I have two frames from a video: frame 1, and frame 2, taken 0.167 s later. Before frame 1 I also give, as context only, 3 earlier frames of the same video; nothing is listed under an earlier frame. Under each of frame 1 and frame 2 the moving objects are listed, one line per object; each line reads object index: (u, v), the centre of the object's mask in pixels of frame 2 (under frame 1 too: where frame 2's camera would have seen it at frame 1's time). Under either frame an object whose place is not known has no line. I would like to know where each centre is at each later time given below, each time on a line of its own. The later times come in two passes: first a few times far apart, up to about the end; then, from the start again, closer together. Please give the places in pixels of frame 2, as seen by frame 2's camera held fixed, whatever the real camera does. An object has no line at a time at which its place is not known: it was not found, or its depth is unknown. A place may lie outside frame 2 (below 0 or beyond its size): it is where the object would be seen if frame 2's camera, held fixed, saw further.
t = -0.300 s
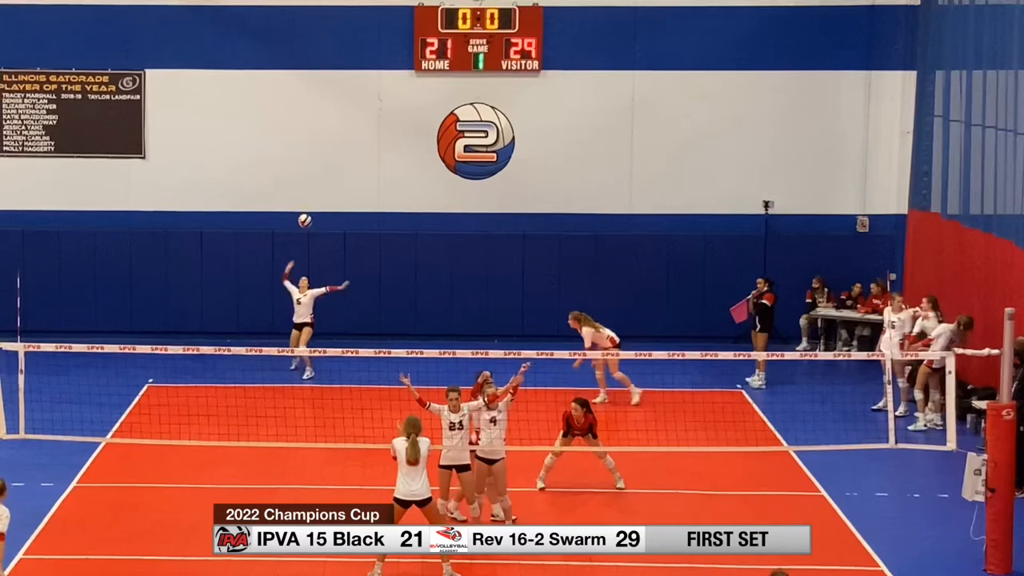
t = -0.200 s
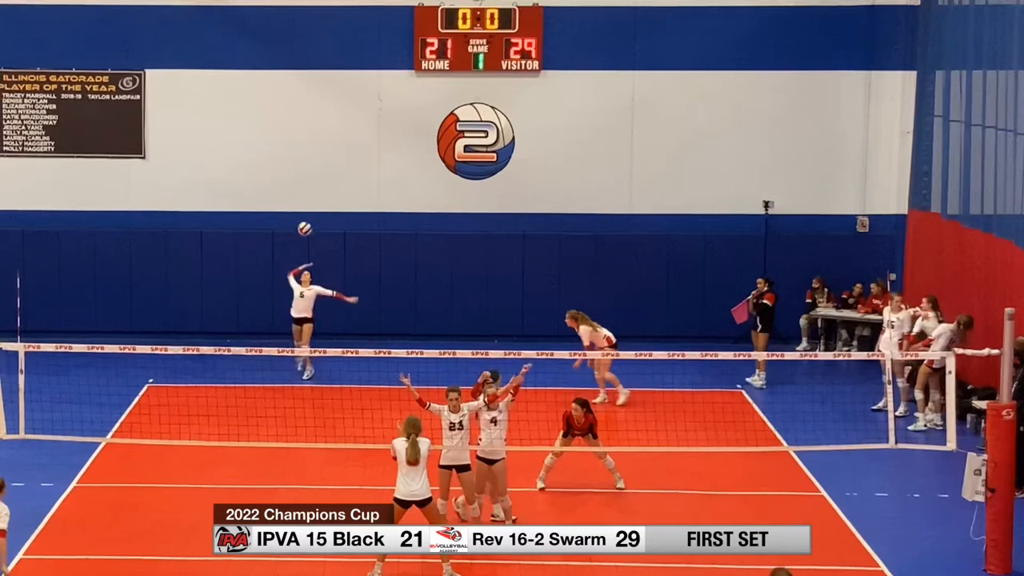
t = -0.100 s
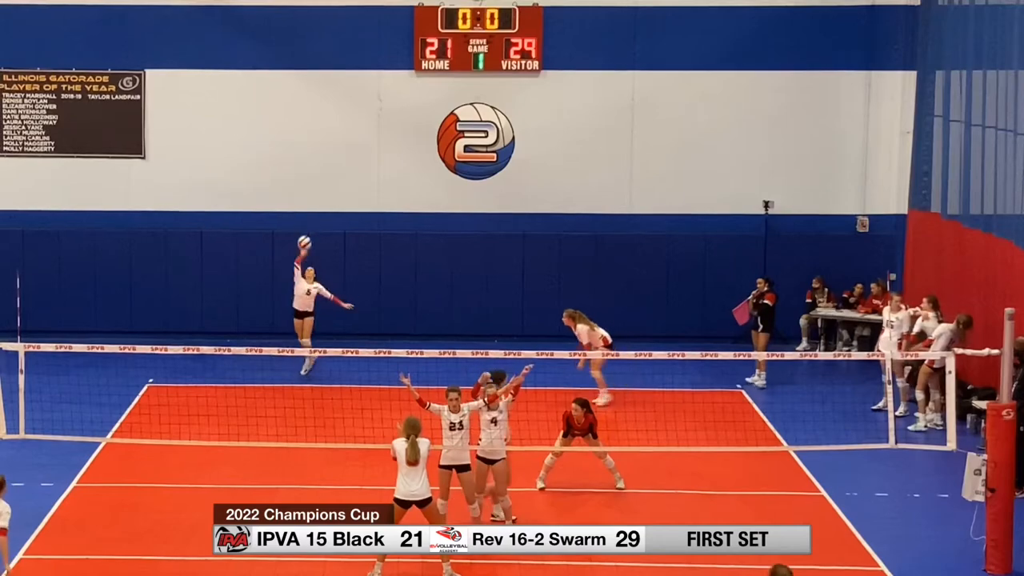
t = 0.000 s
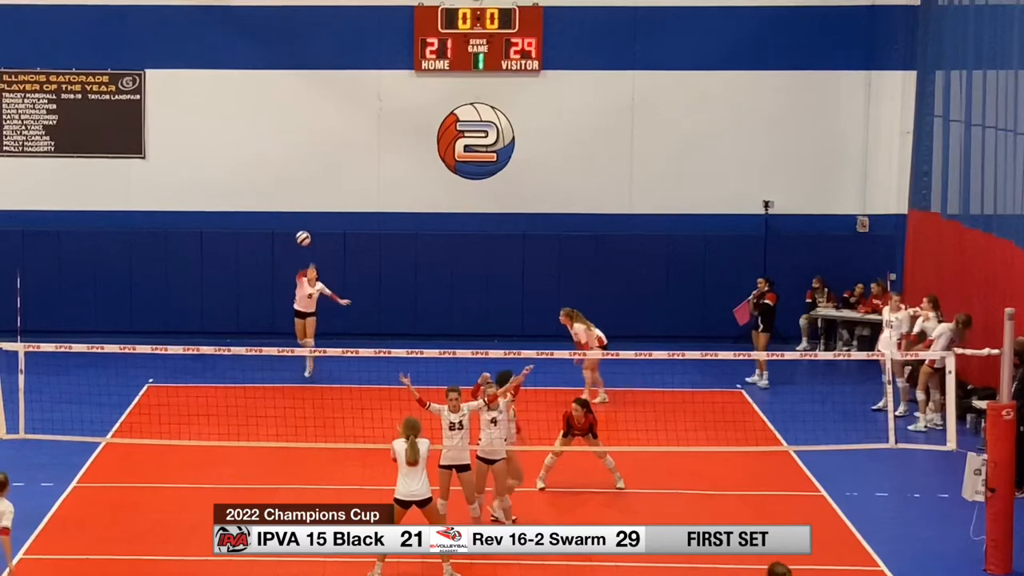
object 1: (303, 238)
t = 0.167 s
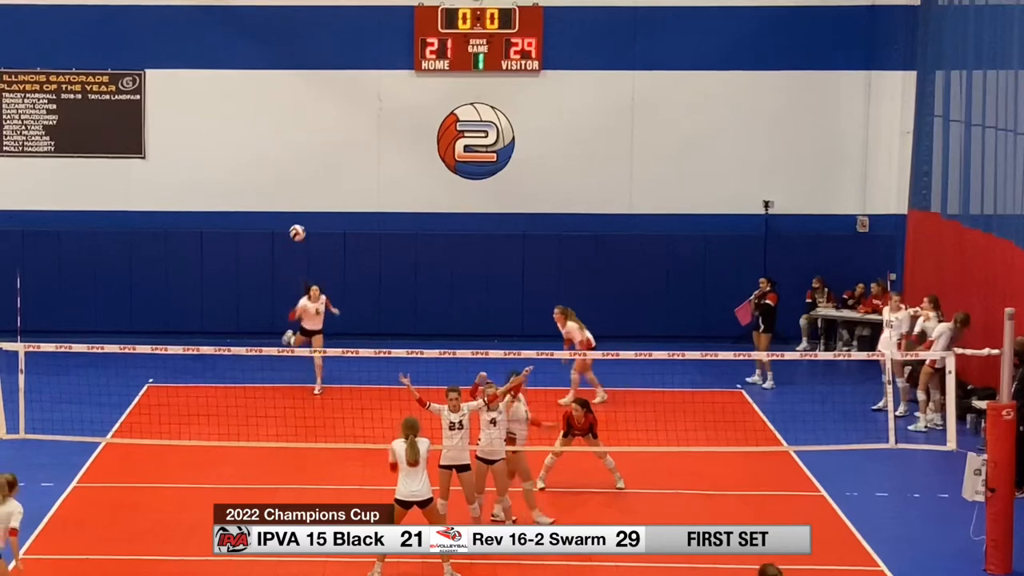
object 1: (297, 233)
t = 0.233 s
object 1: (293, 235)
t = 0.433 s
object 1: (279, 264)
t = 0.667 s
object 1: (258, 354)
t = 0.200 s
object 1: (295, 233)
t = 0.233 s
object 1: (293, 235)
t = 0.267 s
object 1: (291, 237)
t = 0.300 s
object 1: (288, 240)
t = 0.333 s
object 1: (286, 244)
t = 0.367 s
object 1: (284, 250)
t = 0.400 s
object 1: (281, 256)
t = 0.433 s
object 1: (279, 264)
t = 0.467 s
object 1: (276, 273)
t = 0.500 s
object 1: (274, 284)
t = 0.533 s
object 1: (271, 295)
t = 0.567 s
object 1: (268, 308)
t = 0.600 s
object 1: (265, 322)
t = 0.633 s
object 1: (262, 336)
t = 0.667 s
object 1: (258, 354)
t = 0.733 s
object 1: (250, 393)
